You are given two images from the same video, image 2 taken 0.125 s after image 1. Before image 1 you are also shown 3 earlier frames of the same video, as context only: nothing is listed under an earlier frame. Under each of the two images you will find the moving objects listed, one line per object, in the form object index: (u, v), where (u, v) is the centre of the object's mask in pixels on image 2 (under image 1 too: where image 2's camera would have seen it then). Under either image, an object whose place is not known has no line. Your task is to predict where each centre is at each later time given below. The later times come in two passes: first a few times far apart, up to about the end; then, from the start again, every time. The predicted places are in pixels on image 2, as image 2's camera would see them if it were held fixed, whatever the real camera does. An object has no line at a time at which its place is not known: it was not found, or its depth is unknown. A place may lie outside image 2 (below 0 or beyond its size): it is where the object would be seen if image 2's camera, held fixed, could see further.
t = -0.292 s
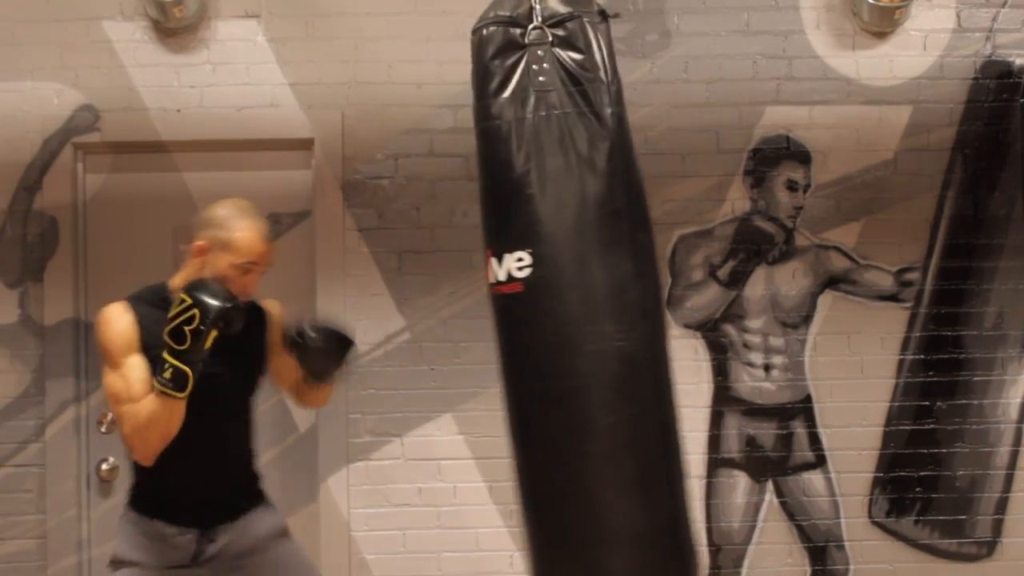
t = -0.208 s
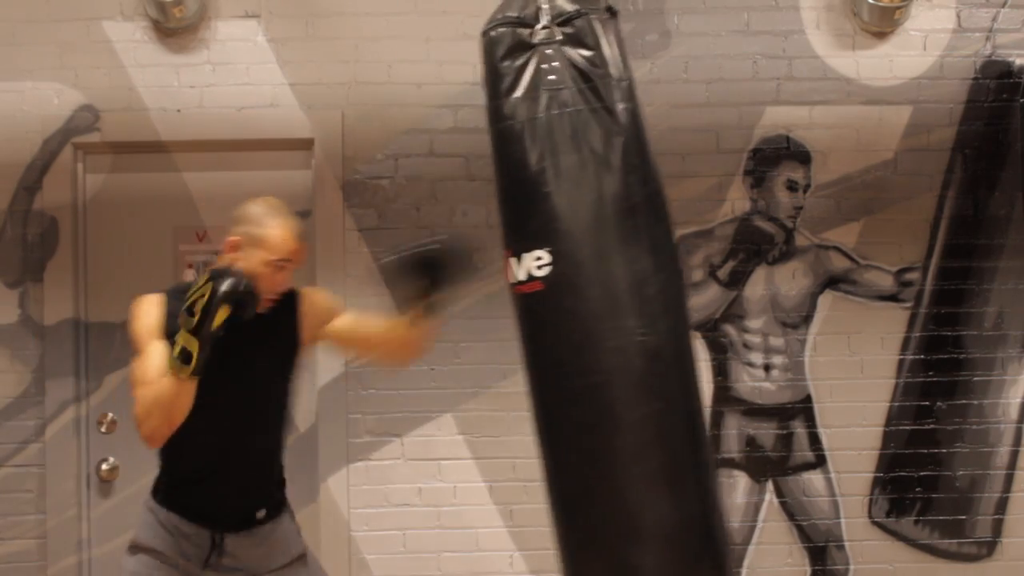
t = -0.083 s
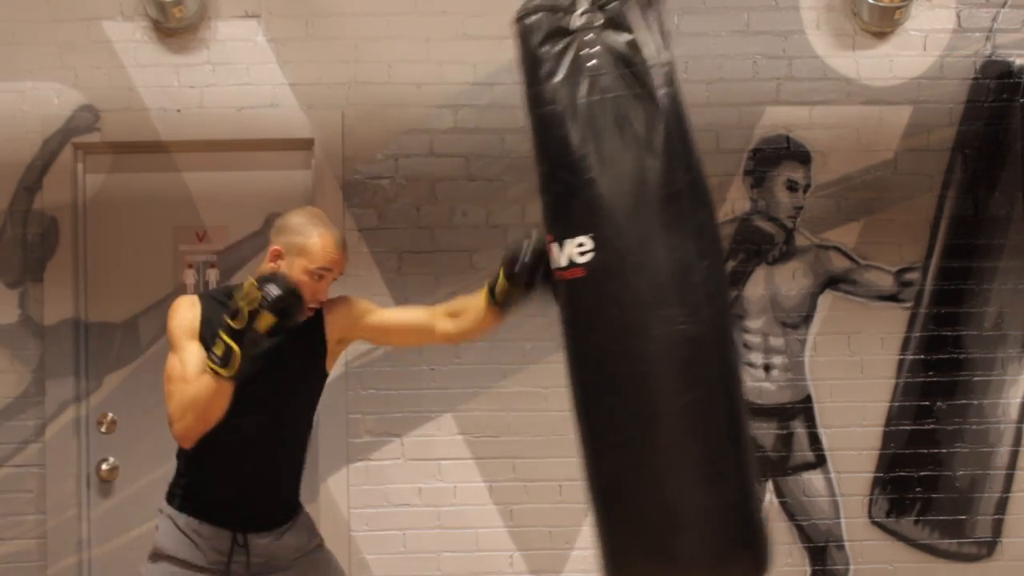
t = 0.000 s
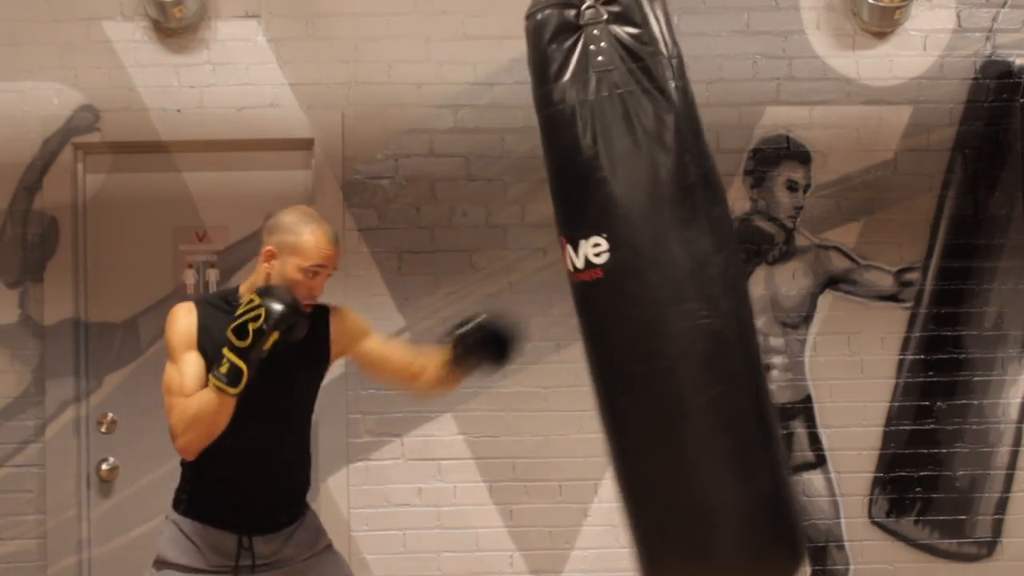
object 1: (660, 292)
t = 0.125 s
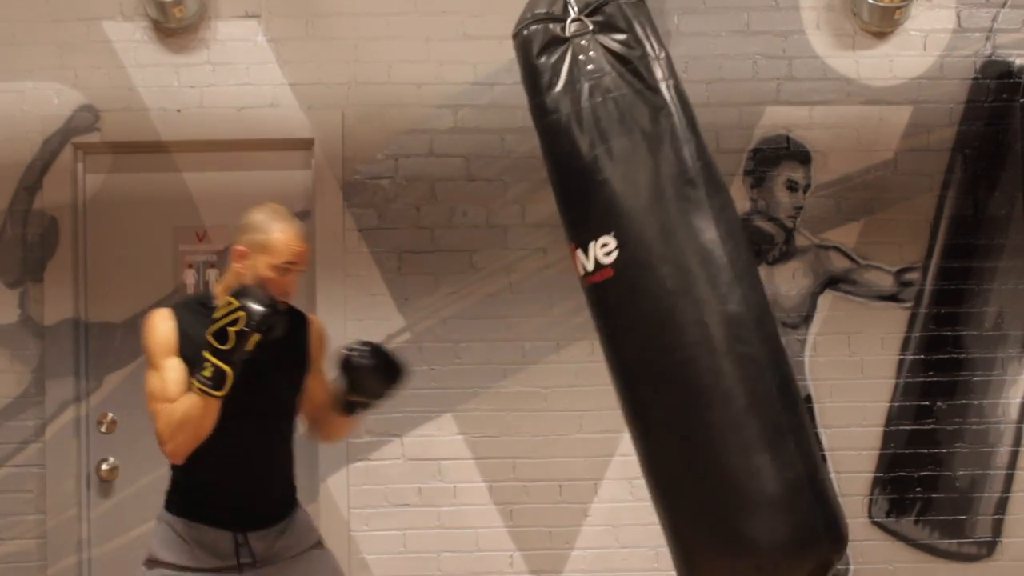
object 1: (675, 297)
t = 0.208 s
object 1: (683, 296)
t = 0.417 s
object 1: (660, 294)
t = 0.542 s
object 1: (633, 295)
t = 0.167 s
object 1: (679, 297)
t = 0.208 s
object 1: (683, 296)
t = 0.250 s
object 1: (684, 296)
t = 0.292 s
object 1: (682, 297)
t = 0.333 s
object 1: (676, 295)
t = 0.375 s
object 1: (669, 293)
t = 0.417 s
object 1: (660, 294)
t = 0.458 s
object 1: (651, 293)
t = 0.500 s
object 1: (642, 294)
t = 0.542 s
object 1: (633, 295)
